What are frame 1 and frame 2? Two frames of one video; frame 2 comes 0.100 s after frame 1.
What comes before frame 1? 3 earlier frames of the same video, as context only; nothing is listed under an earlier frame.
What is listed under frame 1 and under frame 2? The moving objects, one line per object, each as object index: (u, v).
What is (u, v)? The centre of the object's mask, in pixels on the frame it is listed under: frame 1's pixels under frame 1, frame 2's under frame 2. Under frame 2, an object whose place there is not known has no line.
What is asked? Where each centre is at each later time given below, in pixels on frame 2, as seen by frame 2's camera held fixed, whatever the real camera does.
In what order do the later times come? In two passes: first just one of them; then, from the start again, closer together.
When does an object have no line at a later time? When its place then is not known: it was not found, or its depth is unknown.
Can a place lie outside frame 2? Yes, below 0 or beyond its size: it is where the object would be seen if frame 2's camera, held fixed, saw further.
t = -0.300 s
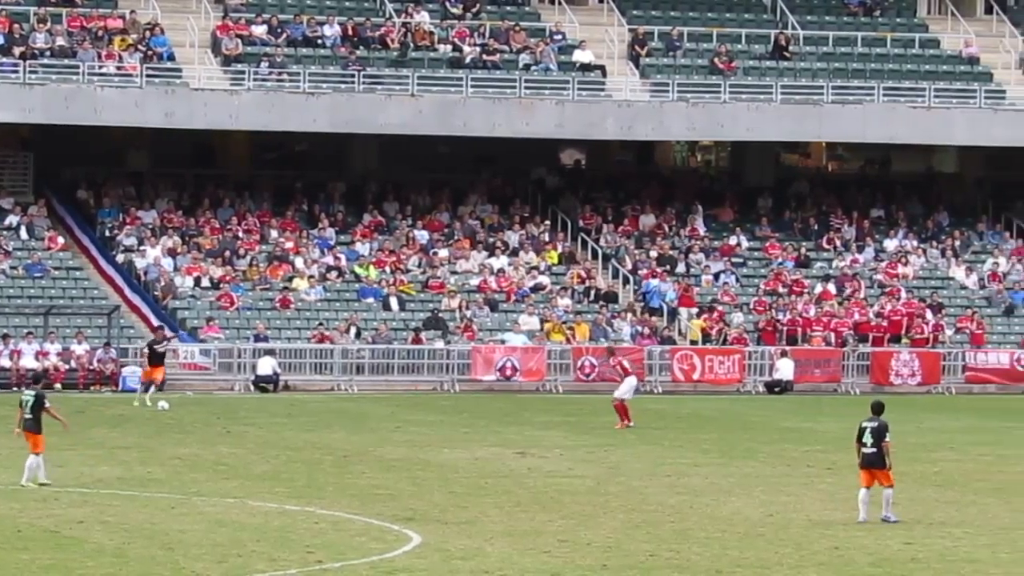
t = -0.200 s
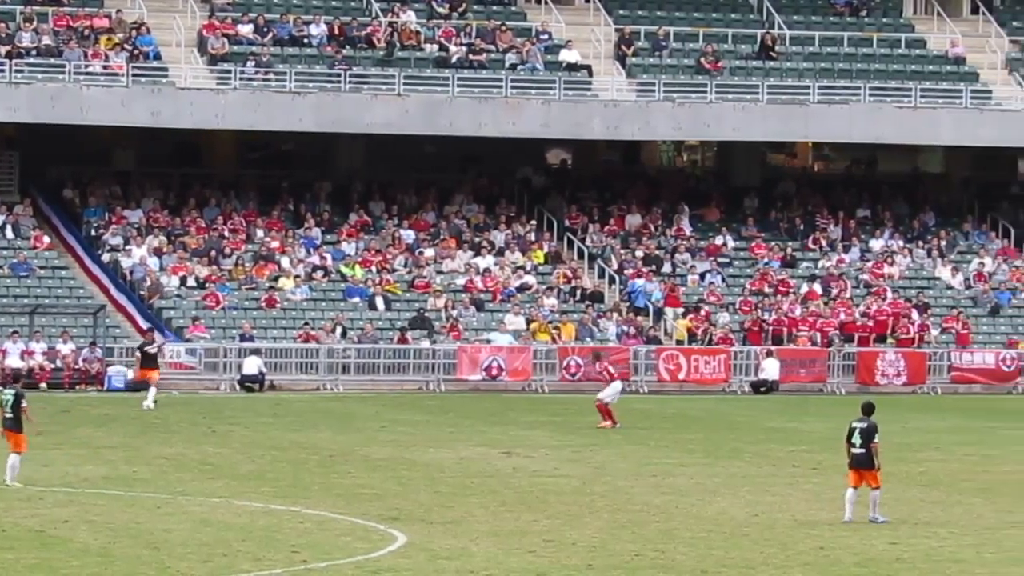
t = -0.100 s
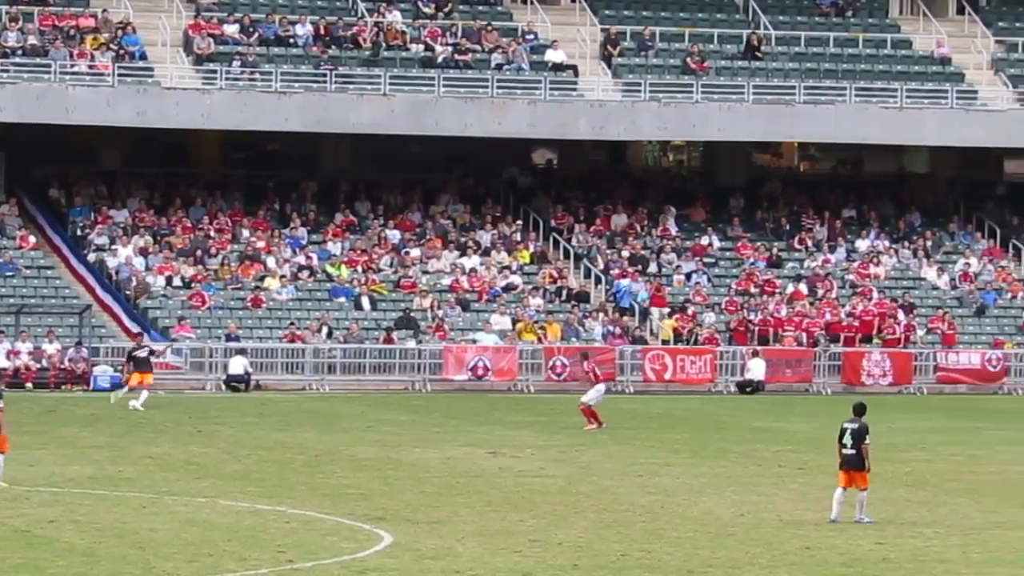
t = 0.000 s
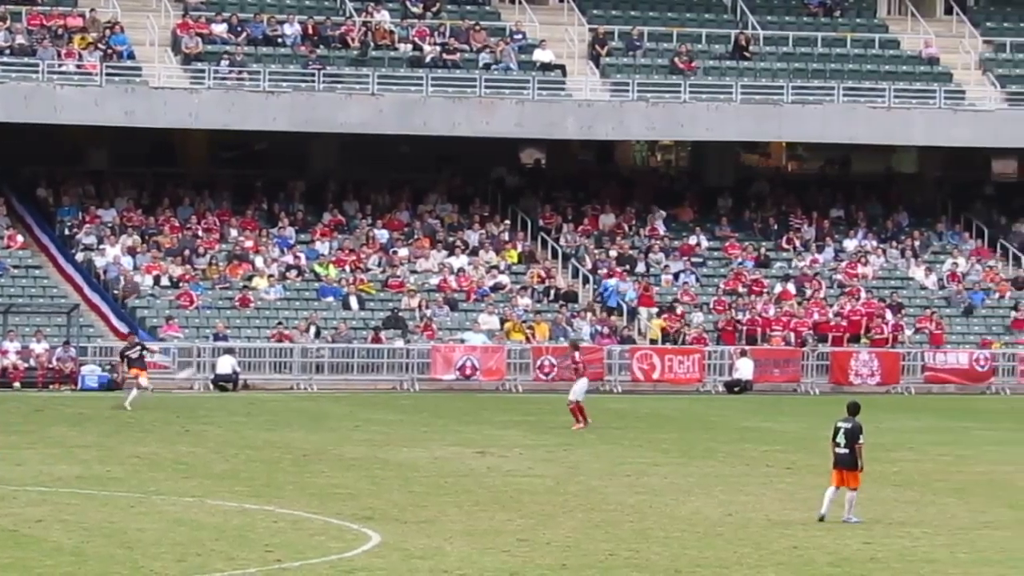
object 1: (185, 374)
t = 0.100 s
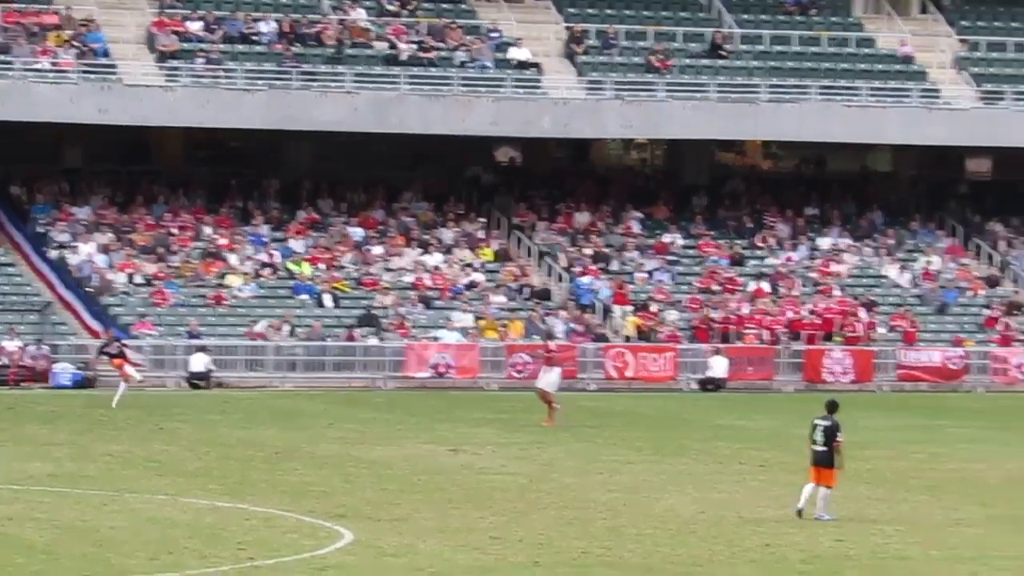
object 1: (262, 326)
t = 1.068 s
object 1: (1332, 99)
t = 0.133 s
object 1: (293, 312)
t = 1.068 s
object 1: (1332, 99)
